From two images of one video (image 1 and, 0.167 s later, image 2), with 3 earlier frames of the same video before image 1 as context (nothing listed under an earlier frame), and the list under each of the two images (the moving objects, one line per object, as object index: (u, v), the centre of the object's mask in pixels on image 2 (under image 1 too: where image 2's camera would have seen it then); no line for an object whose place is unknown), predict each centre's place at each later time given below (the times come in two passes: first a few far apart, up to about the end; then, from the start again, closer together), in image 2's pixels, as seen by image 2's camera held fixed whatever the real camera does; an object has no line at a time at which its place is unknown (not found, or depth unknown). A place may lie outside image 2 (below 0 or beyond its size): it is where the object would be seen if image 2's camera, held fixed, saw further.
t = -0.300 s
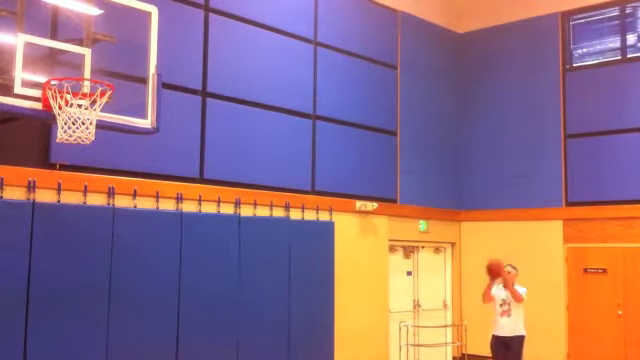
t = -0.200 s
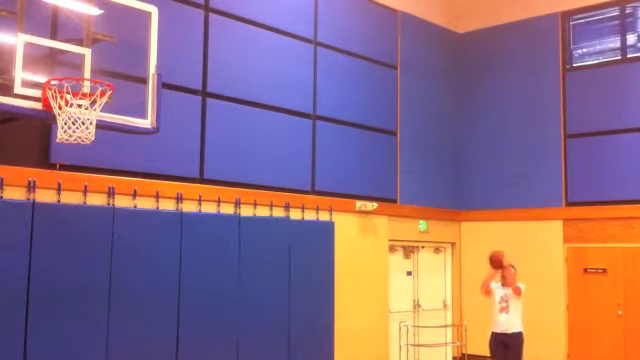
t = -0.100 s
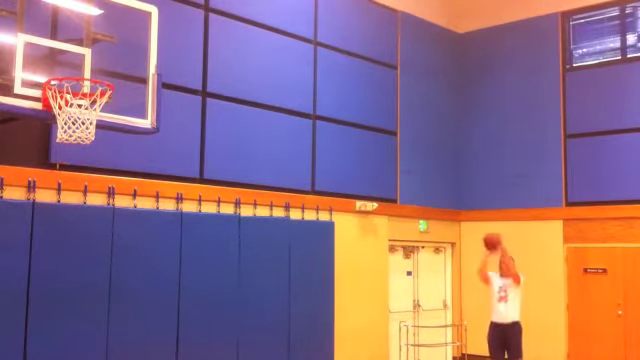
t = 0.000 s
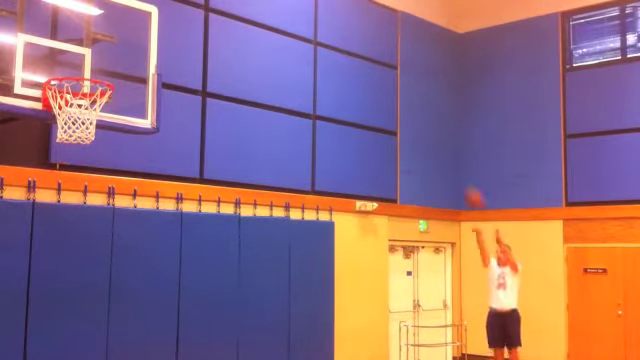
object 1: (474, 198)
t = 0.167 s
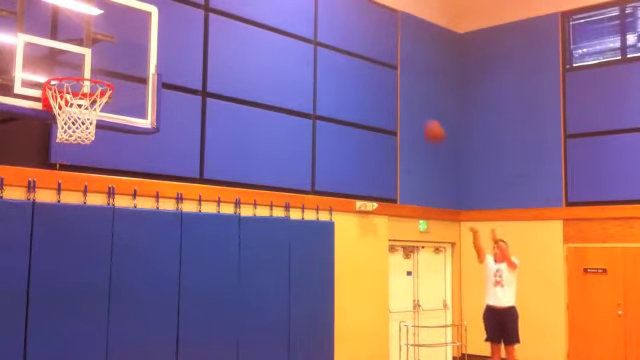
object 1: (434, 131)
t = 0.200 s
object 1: (425, 118)
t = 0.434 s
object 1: (358, 52)
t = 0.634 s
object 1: (287, 19)
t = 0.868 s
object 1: (180, 28)
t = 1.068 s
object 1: (63, 94)
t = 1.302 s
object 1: (97, 129)
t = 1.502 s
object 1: (96, 149)
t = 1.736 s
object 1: (96, 243)
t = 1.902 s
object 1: (93, 351)
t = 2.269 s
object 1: (88, 354)
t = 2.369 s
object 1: (87, 330)
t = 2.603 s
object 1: (80, 301)
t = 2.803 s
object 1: (72, 332)
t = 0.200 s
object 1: (425, 118)
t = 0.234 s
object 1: (416, 107)
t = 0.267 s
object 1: (407, 96)
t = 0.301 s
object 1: (398, 86)
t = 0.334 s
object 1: (388, 77)
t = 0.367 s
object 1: (378, 68)
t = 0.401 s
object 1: (368, 59)
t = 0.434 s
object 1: (358, 52)
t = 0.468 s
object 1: (347, 44)
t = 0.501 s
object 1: (335, 37)
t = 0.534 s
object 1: (323, 32)
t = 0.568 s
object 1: (312, 27)
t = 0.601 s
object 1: (299, 23)
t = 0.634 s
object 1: (287, 19)
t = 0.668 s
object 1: (273, 16)
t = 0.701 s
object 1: (260, 15)
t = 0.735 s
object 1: (245, 16)
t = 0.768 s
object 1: (231, 17)
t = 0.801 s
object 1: (215, 19)
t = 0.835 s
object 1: (198, 22)
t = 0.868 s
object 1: (180, 28)
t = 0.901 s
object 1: (164, 33)
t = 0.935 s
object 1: (141, 41)
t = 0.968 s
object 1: (123, 51)
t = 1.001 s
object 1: (104, 62)
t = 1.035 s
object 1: (75, 70)
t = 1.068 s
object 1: (63, 94)
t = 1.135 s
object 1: (78, 125)
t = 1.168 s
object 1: (87, 131)
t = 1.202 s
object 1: (89, 128)
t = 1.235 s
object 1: (91, 131)
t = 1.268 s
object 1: (94, 129)
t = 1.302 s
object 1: (97, 129)
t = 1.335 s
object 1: (98, 130)
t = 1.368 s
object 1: (99, 131)
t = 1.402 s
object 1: (98, 134)
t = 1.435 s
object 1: (97, 138)
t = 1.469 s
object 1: (97, 143)
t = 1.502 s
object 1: (96, 149)
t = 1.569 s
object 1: (97, 168)
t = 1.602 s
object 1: (96, 179)
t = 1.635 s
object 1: (96, 194)
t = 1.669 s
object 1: (96, 210)
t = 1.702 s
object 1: (96, 226)
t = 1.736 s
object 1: (96, 243)
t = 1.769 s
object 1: (95, 263)
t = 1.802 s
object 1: (94, 285)
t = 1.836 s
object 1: (94, 308)
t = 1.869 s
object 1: (94, 333)
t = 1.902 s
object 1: (93, 351)
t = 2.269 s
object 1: (88, 354)
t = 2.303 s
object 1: (88, 347)
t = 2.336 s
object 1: (87, 340)
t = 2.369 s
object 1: (87, 330)
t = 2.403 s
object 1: (86, 322)
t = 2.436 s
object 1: (85, 315)
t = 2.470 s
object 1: (84, 309)
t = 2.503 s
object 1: (84, 305)
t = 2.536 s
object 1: (83, 302)
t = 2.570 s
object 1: (82, 301)
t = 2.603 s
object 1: (80, 301)
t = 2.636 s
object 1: (80, 302)
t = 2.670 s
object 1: (79, 305)
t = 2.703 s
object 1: (77, 309)
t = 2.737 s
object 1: (76, 315)
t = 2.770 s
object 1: (74, 323)
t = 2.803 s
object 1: (72, 332)
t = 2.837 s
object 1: (71, 342)
